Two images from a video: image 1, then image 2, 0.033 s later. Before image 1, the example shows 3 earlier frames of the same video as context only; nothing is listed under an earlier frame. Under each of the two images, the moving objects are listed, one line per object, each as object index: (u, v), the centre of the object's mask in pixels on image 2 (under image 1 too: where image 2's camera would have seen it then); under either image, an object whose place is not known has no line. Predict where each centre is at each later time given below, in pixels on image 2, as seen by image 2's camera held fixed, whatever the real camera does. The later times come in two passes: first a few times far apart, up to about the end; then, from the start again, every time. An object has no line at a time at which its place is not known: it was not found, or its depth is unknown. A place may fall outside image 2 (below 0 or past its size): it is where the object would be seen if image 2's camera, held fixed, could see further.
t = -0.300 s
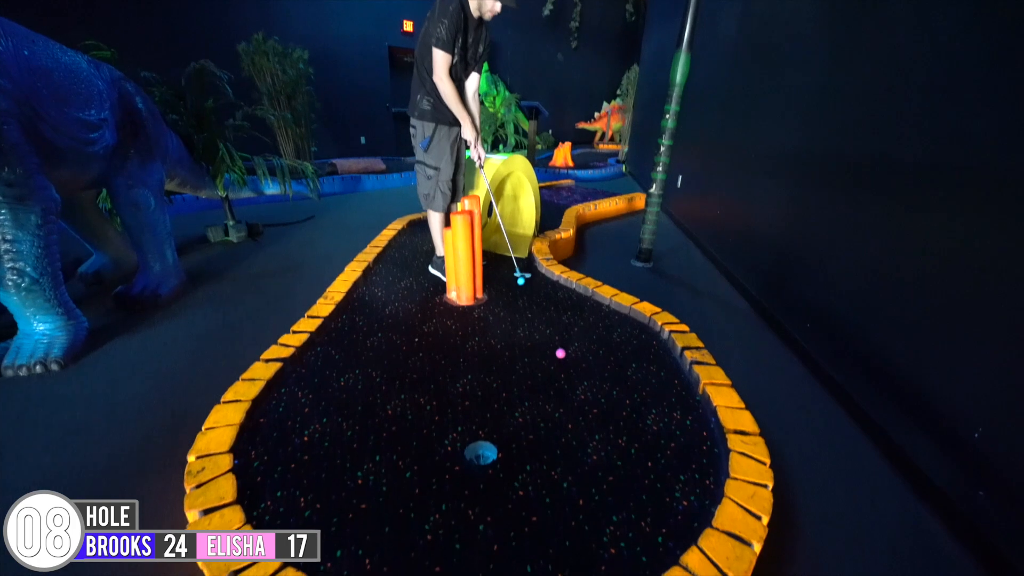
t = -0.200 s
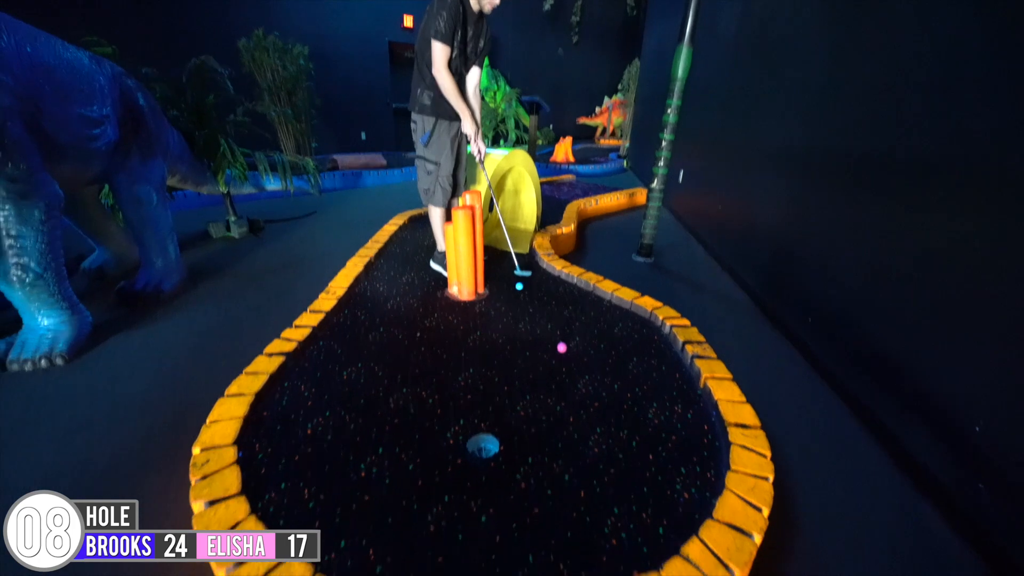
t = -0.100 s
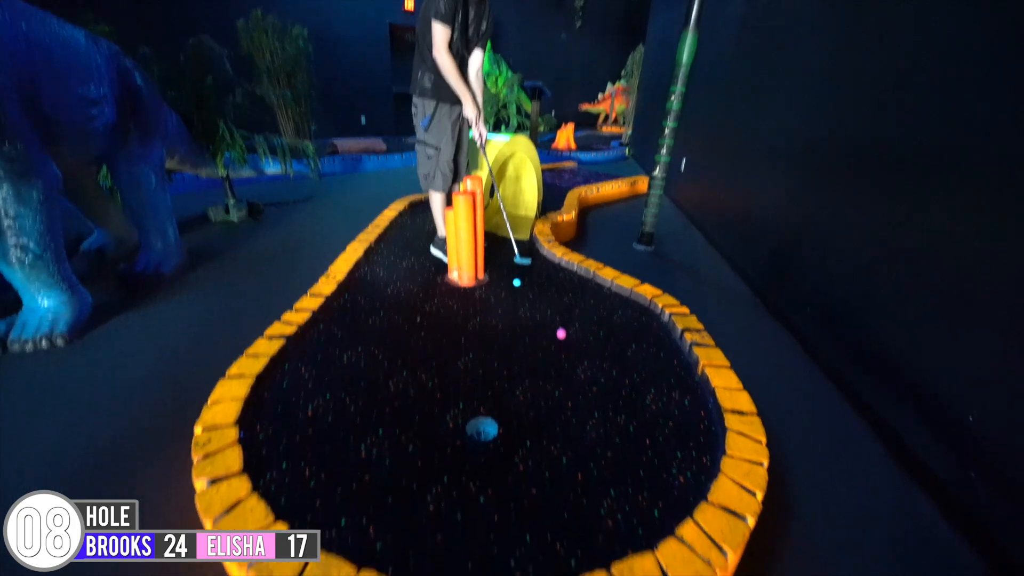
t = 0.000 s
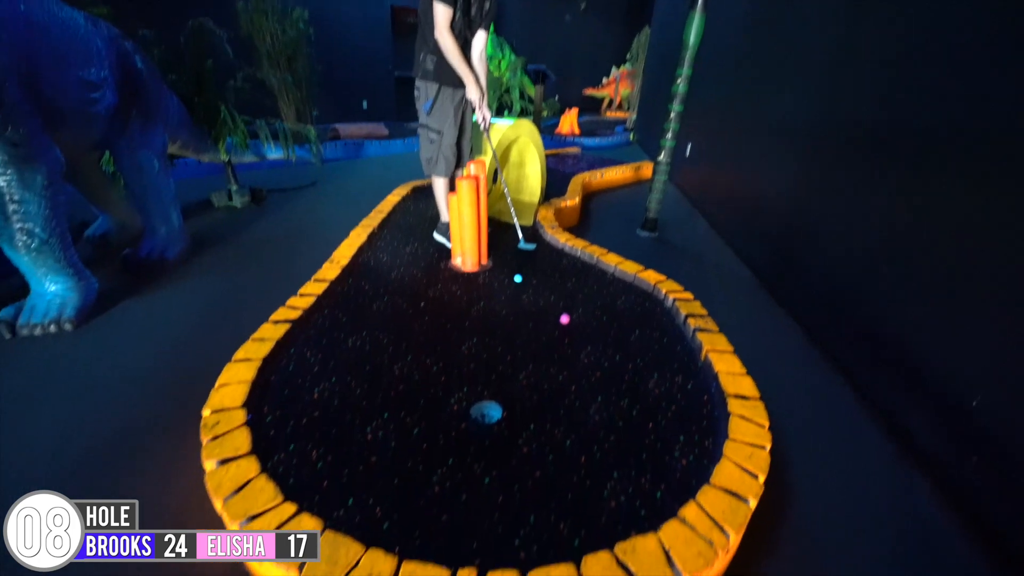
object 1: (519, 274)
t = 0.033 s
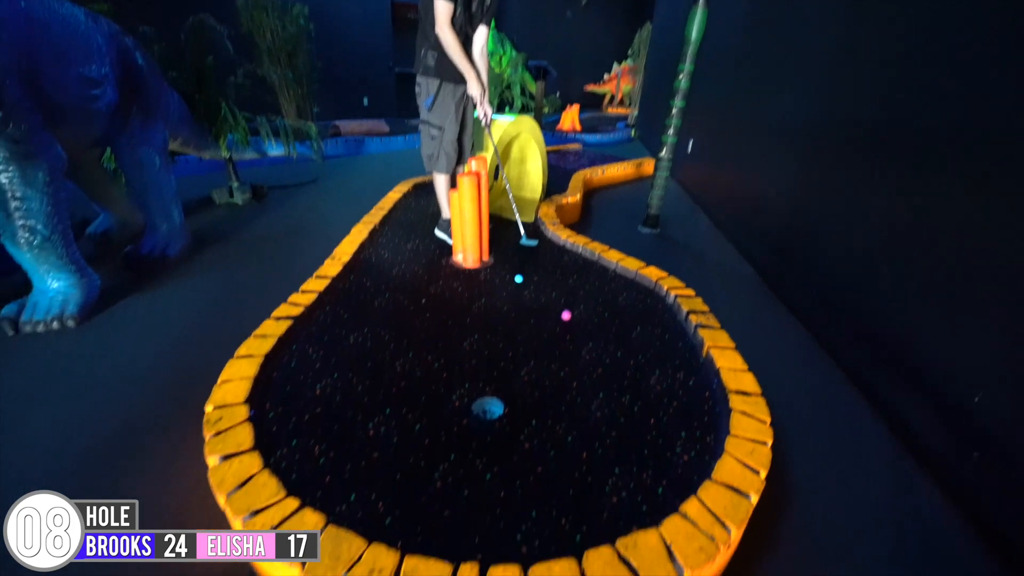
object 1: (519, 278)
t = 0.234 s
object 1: (515, 303)
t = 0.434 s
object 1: (513, 331)
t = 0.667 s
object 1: (512, 365)
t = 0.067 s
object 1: (518, 281)
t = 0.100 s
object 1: (517, 285)
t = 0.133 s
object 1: (517, 289)
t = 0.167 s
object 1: (516, 294)
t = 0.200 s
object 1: (516, 299)
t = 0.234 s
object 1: (515, 303)
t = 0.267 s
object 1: (515, 308)
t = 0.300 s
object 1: (515, 312)
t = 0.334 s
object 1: (514, 317)
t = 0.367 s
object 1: (514, 321)
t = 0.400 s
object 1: (513, 326)
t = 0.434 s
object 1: (513, 331)
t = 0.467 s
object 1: (513, 335)
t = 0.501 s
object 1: (512, 340)
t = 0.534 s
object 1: (512, 345)
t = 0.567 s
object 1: (512, 350)
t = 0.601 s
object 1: (512, 355)
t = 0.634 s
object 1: (512, 360)
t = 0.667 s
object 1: (512, 365)
